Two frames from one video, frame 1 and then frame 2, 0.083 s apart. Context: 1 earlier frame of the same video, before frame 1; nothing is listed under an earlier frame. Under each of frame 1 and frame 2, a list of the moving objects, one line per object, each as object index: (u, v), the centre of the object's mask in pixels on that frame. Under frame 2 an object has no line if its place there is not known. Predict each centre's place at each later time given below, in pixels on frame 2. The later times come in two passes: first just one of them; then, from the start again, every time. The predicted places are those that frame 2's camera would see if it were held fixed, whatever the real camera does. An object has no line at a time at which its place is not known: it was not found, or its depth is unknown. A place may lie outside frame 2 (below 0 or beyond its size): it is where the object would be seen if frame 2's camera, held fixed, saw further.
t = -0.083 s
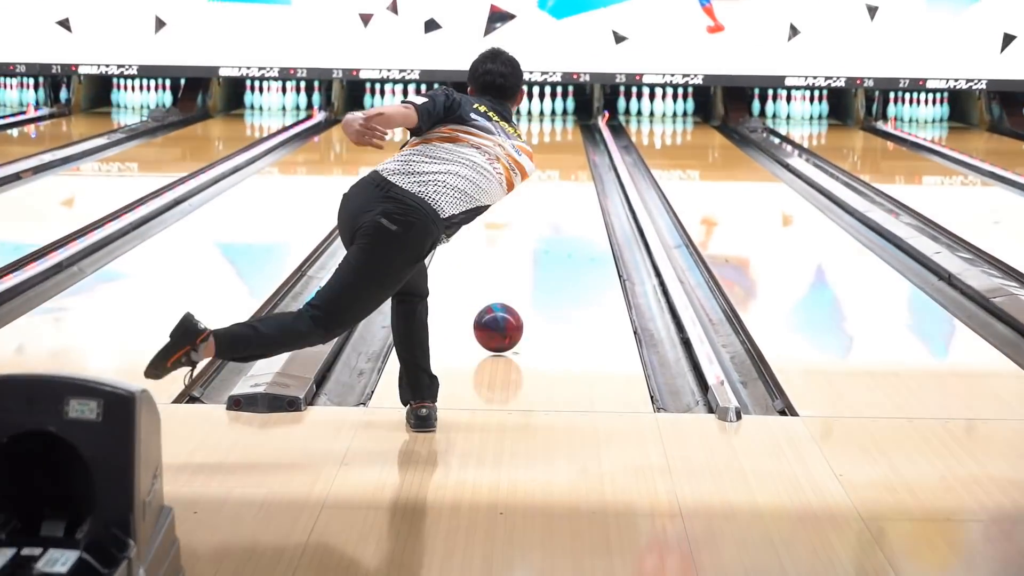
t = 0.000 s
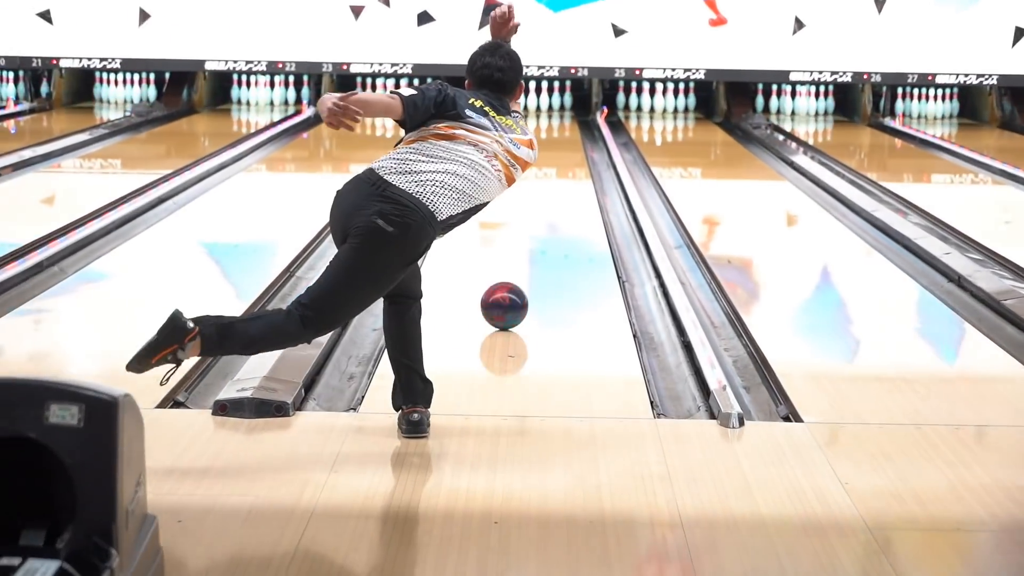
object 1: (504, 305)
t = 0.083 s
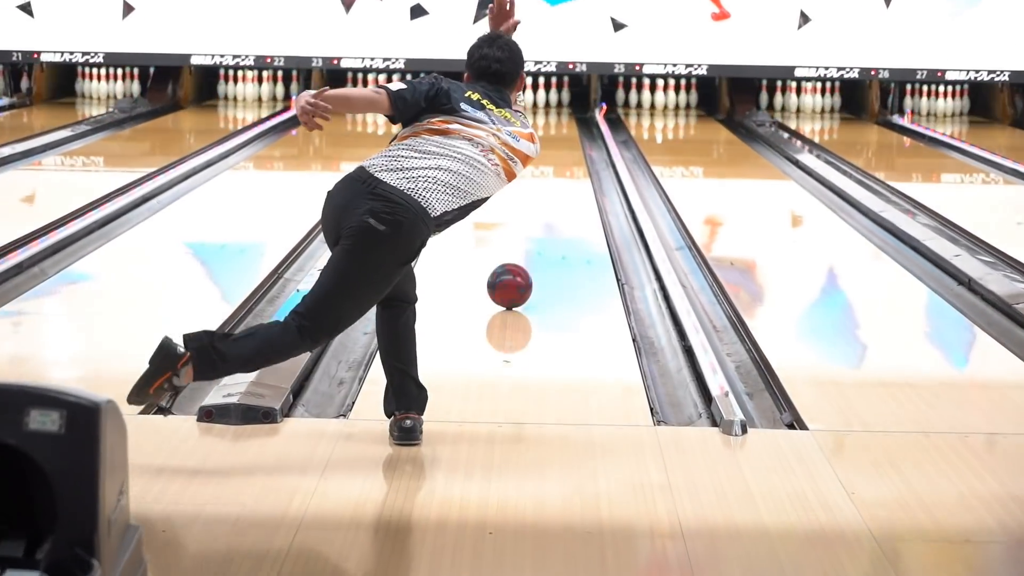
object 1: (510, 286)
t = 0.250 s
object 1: (524, 251)
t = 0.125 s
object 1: (513, 278)
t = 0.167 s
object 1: (517, 267)
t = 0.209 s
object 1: (520, 260)
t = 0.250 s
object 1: (524, 251)
